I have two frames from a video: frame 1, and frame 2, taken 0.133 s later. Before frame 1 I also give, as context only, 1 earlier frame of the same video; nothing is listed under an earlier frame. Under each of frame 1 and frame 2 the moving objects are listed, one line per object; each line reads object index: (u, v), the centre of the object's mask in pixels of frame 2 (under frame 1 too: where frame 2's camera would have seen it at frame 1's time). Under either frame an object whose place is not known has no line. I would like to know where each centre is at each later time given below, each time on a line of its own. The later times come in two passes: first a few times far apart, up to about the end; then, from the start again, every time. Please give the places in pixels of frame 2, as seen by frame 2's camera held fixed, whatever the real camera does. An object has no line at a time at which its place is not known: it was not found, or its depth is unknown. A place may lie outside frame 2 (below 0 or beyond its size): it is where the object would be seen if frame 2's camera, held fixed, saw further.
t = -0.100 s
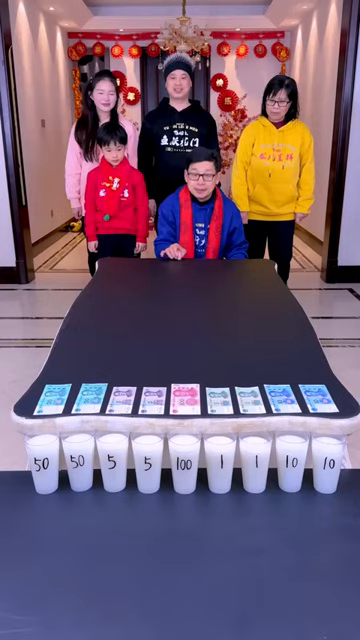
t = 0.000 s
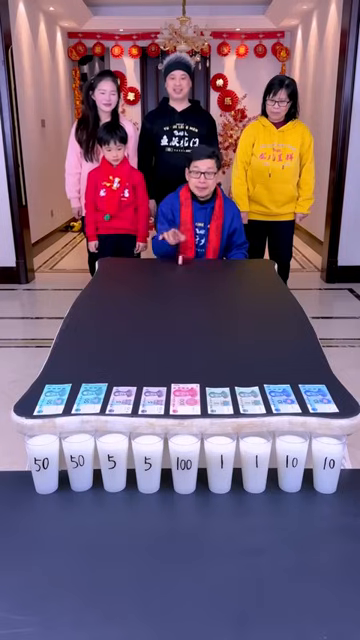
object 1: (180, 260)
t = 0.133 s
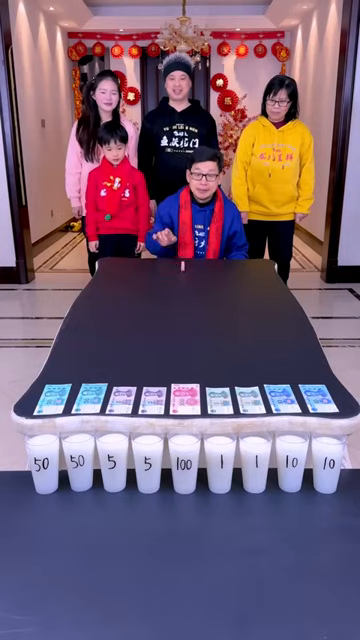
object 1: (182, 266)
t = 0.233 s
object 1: (183, 271)
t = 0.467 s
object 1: (184, 283)
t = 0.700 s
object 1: (182, 293)
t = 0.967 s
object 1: (174, 307)
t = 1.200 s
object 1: (165, 320)
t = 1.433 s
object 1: (155, 333)
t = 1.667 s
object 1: (142, 350)
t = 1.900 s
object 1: (129, 368)
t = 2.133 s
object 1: (115, 388)
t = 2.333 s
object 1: (98, 416)
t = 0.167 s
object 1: (182, 267)
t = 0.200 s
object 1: (183, 269)
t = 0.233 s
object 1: (183, 271)
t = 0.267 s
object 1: (184, 273)
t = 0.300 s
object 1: (184, 274)
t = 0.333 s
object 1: (183, 276)
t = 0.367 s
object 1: (183, 277)
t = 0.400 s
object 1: (184, 280)
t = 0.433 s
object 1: (184, 281)
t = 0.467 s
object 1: (184, 283)
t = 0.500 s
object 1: (184, 284)
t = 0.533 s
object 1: (183, 285)
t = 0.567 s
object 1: (183, 287)
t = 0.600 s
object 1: (183, 288)
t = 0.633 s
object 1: (182, 290)
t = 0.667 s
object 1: (183, 291)
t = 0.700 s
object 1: (182, 293)
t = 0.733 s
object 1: (181, 295)
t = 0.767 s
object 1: (180, 296)
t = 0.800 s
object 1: (179, 299)
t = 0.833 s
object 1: (178, 300)
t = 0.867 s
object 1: (177, 301)
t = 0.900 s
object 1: (177, 303)
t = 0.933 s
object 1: (176, 305)
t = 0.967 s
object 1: (174, 307)
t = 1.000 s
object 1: (172, 309)
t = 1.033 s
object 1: (172, 310)
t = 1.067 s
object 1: (170, 312)
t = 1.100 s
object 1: (169, 313)
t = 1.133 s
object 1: (168, 316)
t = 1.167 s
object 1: (167, 319)
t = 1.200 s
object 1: (165, 320)
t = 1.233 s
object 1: (163, 322)
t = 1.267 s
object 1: (161, 323)
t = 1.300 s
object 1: (160, 326)
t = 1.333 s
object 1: (158, 328)
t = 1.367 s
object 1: (157, 329)
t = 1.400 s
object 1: (156, 332)
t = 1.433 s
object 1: (155, 333)
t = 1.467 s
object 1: (153, 336)
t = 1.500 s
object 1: (150, 338)
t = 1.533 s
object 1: (149, 340)
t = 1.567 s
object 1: (147, 343)
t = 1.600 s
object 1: (145, 344)
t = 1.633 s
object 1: (144, 347)
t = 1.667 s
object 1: (142, 350)
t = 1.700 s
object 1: (141, 352)
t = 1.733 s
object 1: (139, 354)
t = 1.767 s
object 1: (137, 356)
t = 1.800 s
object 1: (135, 359)
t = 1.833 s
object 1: (133, 362)
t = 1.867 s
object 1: (131, 364)
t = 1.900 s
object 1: (129, 368)
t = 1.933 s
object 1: (129, 370)
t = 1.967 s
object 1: (127, 373)
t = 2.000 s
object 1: (125, 376)
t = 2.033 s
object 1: (123, 378)
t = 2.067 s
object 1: (120, 380)
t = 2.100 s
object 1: (118, 381)
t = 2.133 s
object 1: (115, 388)
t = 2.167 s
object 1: (113, 392)
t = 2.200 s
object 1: (111, 396)
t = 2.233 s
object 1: (108, 399)
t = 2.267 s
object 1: (107, 402)
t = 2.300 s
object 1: (102, 407)
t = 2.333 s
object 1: (98, 416)
